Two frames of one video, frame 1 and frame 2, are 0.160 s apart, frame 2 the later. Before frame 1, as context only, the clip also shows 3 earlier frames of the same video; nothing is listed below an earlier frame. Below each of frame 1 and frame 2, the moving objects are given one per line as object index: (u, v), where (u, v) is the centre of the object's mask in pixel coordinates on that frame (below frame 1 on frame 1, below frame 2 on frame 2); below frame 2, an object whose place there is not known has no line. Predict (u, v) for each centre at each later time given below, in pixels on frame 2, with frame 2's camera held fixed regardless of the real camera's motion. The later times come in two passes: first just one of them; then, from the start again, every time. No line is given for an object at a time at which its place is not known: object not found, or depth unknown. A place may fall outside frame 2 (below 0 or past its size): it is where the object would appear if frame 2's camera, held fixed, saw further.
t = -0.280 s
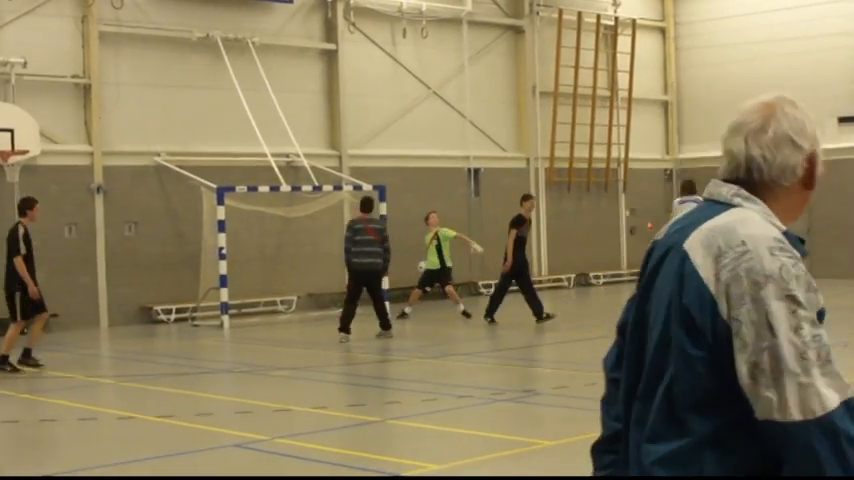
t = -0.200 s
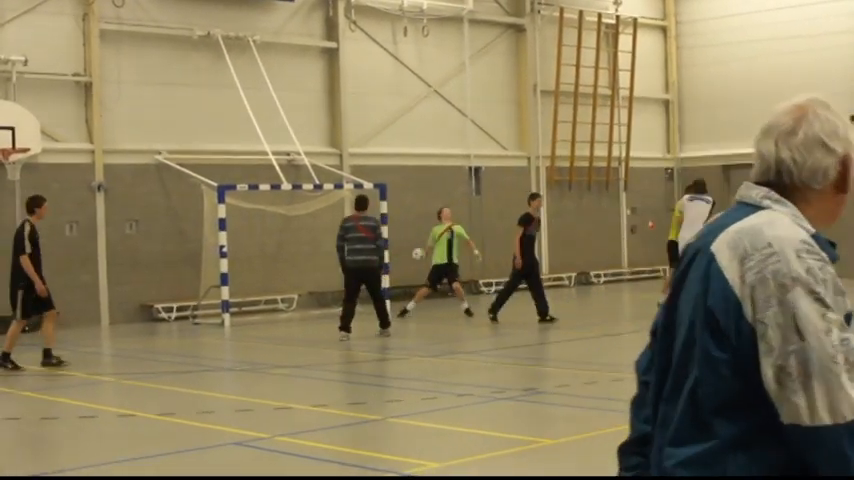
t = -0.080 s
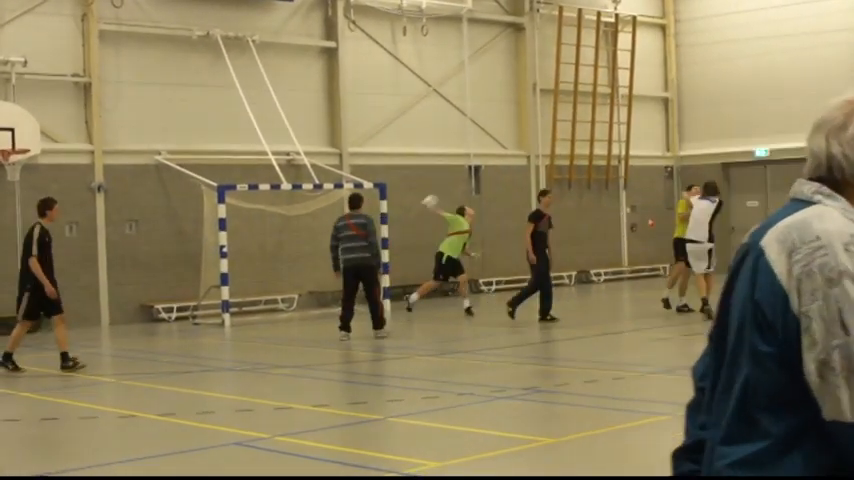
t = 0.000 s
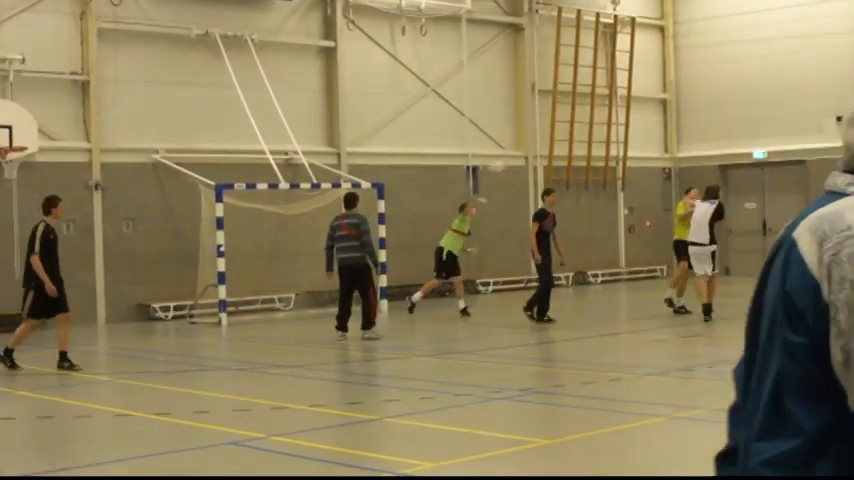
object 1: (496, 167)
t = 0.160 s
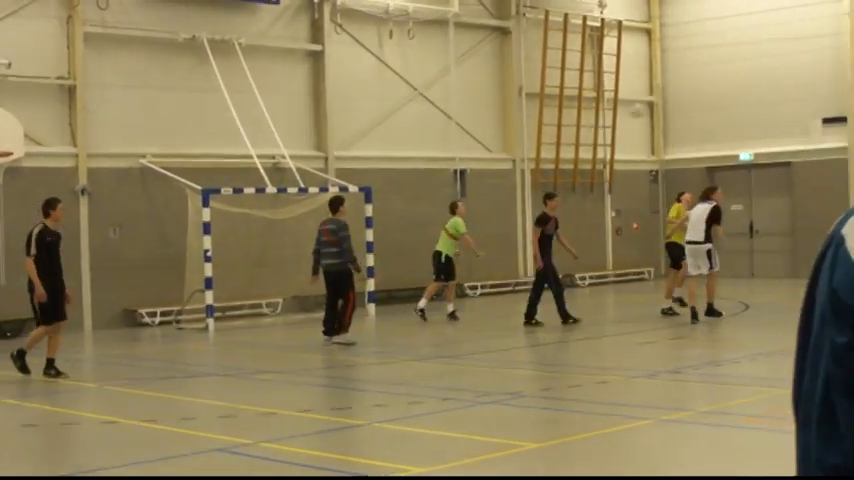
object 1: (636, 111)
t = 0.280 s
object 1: (755, 73)
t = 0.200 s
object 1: (676, 100)
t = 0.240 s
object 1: (715, 86)
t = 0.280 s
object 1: (755, 73)
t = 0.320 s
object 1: (794, 62)
